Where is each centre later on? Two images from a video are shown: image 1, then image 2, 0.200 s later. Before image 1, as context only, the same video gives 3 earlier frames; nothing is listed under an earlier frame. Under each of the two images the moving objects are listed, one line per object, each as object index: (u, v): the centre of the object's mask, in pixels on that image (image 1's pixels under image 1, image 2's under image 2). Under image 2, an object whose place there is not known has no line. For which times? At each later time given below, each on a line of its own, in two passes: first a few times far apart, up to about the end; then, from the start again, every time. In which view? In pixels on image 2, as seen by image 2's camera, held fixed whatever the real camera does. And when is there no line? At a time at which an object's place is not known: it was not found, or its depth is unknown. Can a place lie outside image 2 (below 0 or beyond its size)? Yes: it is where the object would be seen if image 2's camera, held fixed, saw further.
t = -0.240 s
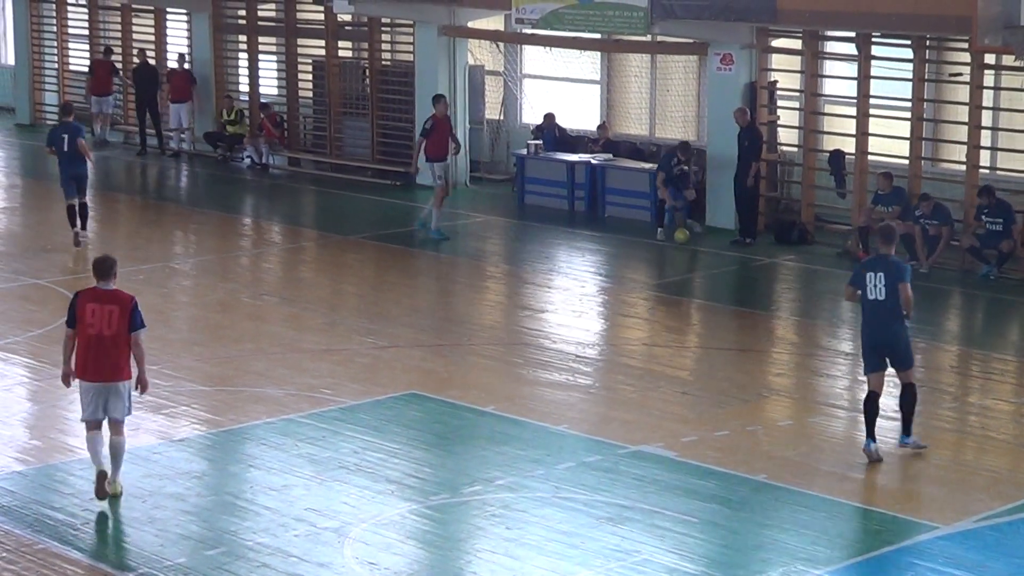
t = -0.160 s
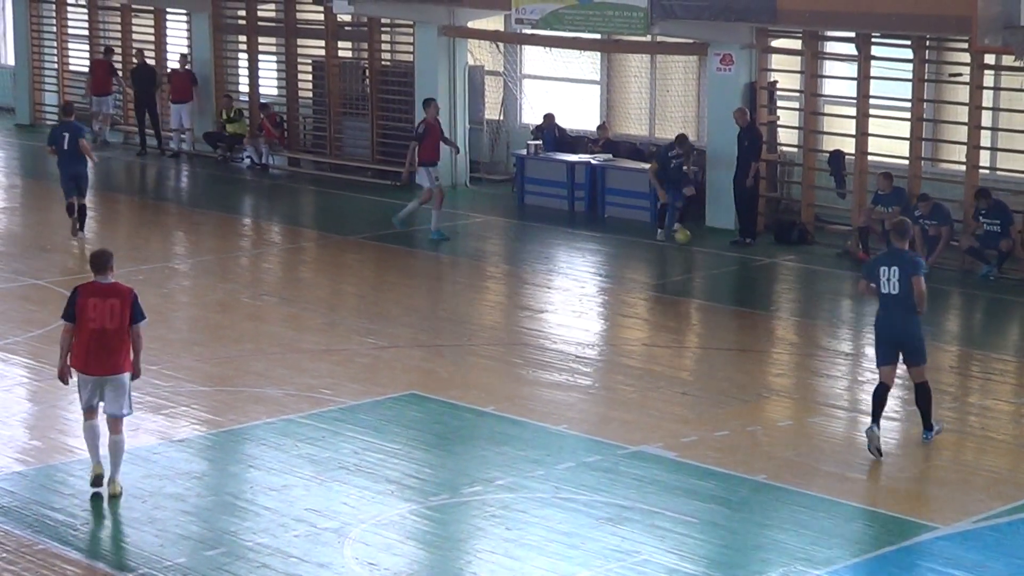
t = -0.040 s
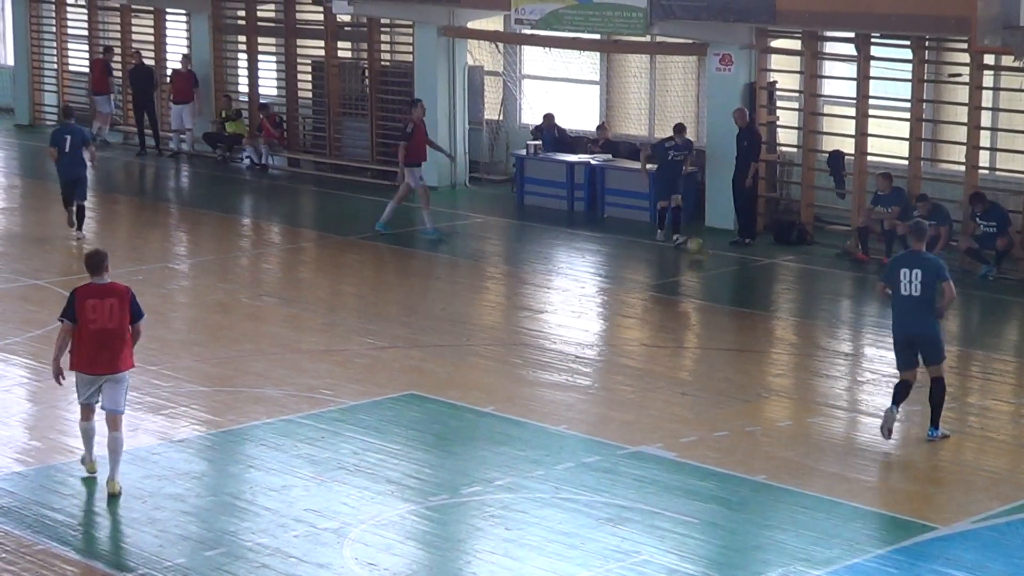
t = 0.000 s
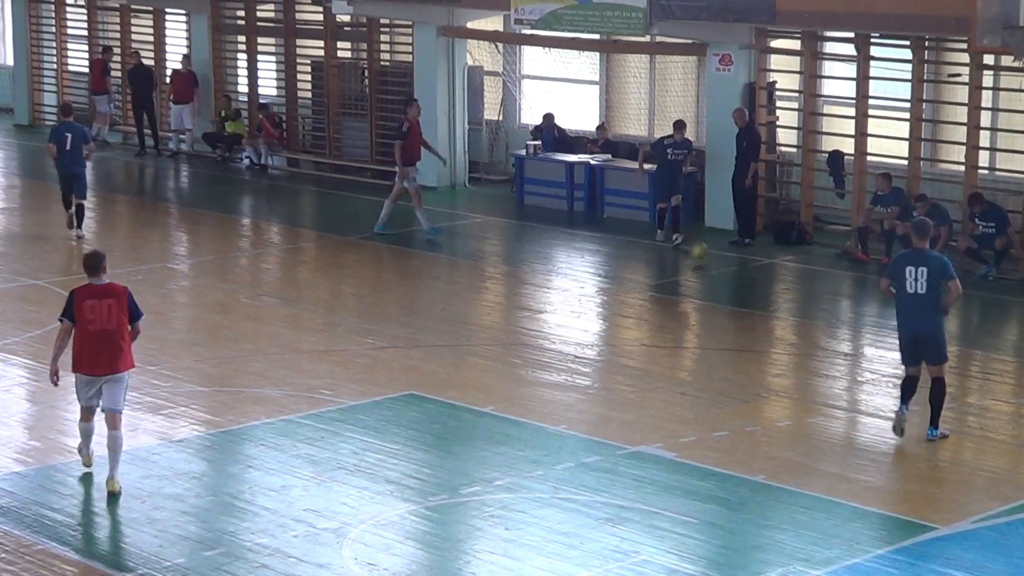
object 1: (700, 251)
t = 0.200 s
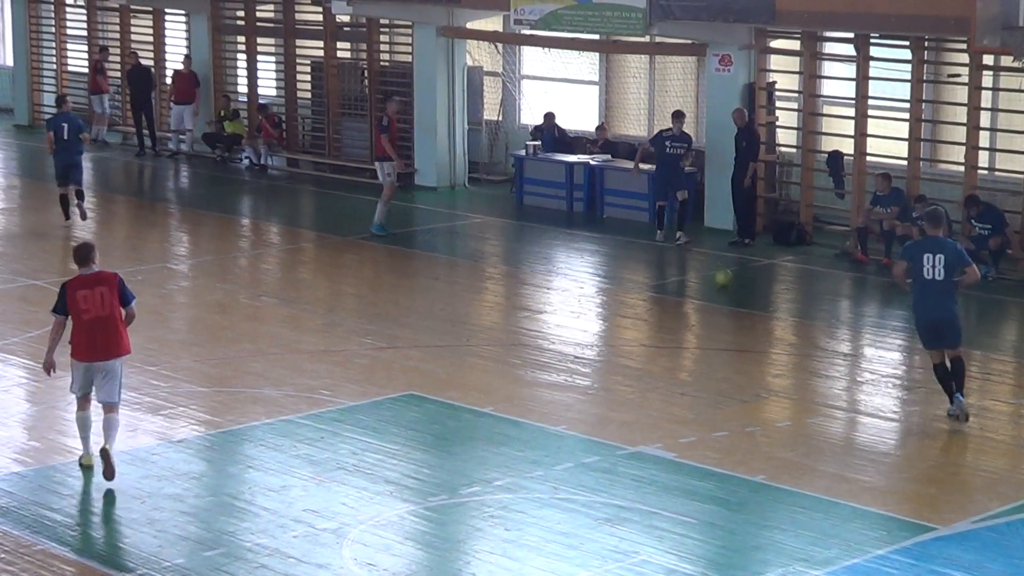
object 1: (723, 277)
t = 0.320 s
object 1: (736, 290)
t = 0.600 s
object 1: (763, 318)
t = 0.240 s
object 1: (727, 281)
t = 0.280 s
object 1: (732, 287)
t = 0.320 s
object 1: (736, 290)
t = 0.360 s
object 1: (740, 294)
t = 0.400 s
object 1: (744, 299)
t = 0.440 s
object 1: (748, 301)
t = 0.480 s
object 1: (752, 304)
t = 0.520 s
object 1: (756, 311)
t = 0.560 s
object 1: (759, 315)
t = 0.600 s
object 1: (763, 318)
